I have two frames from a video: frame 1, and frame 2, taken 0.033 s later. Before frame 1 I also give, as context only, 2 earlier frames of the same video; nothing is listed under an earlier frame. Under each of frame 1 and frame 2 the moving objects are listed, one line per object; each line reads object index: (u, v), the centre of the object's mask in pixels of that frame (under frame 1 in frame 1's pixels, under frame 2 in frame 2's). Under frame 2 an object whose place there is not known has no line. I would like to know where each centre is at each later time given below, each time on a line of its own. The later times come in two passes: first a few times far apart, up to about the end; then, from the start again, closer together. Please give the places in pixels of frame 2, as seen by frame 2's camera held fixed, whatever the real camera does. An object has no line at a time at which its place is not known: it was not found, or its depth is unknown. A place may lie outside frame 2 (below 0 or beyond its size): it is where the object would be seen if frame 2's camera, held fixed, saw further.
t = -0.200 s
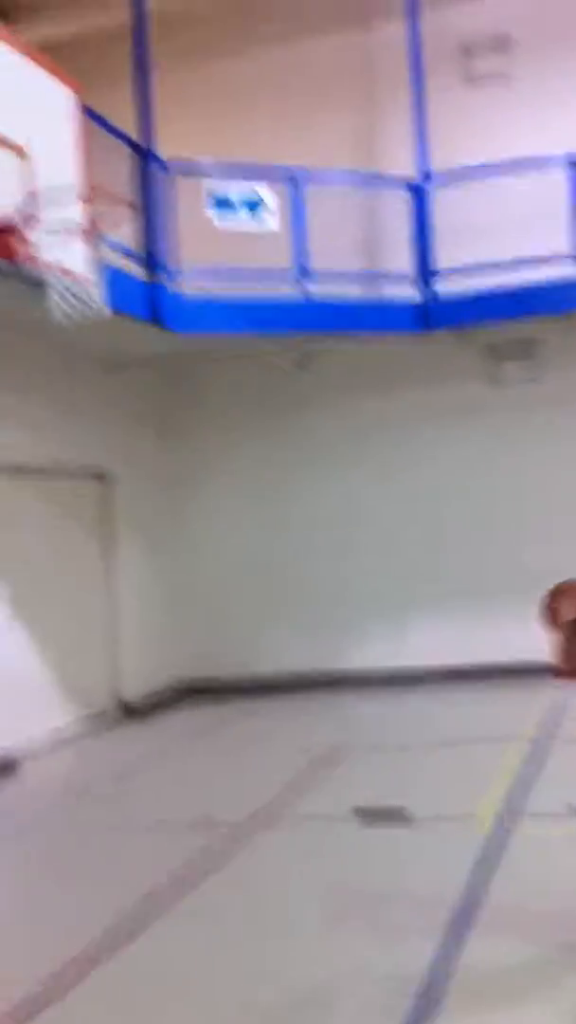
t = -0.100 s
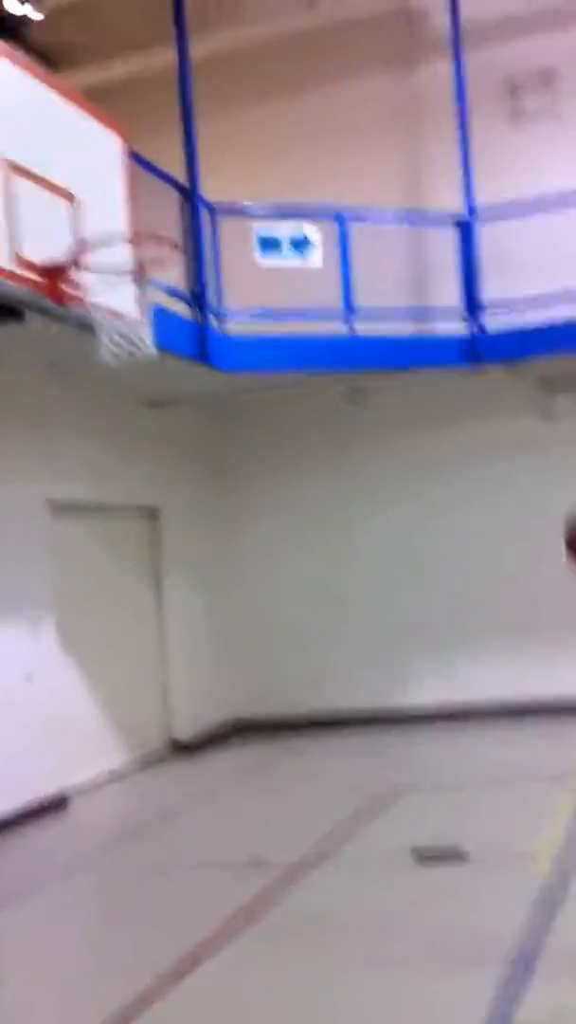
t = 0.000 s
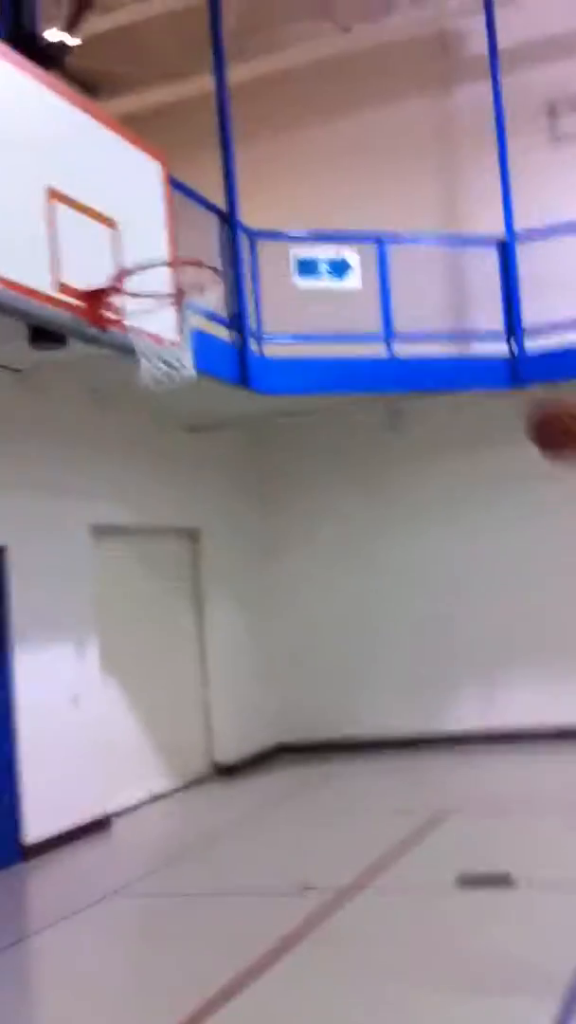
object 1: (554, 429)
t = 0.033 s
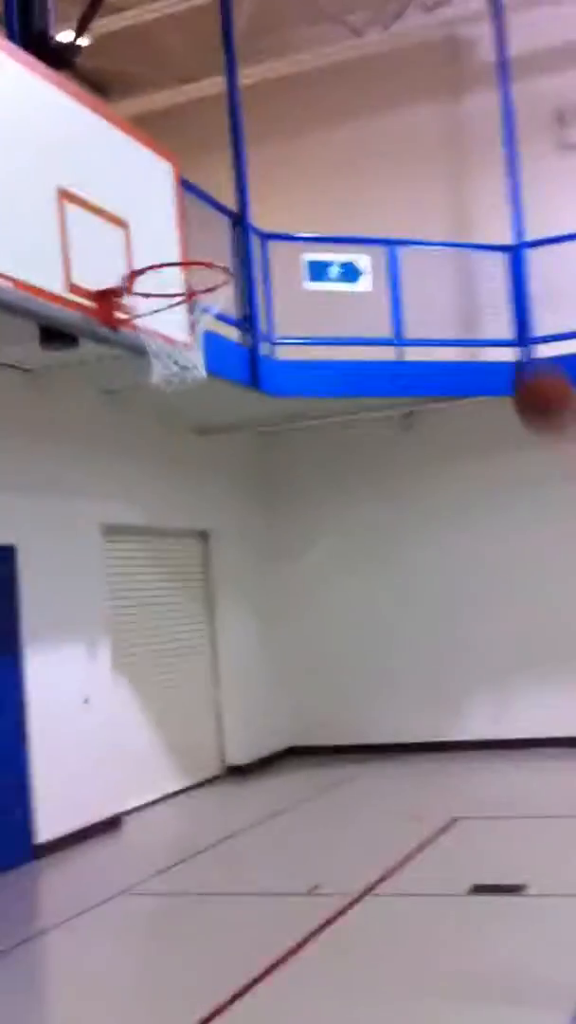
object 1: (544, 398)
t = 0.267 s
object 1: (373, 217)
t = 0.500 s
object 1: (235, 191)
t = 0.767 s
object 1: (126, 237)
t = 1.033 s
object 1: (168, 217)
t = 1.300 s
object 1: (195, 342)
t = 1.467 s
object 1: (186, 486)
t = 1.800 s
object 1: (193, 967)
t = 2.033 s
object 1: (101, 699)
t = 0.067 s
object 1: (519, 360)
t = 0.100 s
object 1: (490, 324)
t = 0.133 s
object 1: (466, 301)
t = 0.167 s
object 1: (444, 274)
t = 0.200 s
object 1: (418, 253)
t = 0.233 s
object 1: (393, 231)
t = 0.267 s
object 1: (373, 217)
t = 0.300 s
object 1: (350, 205)
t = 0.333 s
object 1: (329, 197)
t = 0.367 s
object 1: (308, 190)
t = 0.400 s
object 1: (288, 186)
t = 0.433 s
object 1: (272, 185)
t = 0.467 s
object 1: (253, 187)
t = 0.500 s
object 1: (235, 191)
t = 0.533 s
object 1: (217, 198)
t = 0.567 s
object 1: (200, 207)
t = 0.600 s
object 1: (183, 219)
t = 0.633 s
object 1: (167, 232)
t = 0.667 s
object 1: (149, 249)
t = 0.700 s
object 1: (136, 263)
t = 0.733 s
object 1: (125, 250)
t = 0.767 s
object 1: (126, 237)
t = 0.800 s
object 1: (131, 226)
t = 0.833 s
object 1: (136, 218)
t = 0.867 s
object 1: (141, 211)
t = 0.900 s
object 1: (145, 208)
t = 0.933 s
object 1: (150, 207)
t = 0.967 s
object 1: (156, 208)
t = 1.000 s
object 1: (162, 212)
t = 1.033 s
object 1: (168, 217)
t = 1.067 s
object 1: (174, 225)
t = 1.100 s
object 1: (180, 235)
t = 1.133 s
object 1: (186, 246)
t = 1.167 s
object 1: (193, 264)
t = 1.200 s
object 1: (199, 281)
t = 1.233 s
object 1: (199, 295)
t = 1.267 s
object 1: (197, 318)
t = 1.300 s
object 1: (195, 342)
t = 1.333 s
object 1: (192, 378)
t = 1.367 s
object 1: (190, 397)
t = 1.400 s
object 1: (190, 424)
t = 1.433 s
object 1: (186, 454)
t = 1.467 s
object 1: (186, 486)
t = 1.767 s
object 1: (192, 907)
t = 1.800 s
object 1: (193, 967)
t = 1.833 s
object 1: (182, 937)
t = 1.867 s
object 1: (166, 889)
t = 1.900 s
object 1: (154, 844)
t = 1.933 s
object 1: (137, 799)
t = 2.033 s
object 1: (101, 699)
